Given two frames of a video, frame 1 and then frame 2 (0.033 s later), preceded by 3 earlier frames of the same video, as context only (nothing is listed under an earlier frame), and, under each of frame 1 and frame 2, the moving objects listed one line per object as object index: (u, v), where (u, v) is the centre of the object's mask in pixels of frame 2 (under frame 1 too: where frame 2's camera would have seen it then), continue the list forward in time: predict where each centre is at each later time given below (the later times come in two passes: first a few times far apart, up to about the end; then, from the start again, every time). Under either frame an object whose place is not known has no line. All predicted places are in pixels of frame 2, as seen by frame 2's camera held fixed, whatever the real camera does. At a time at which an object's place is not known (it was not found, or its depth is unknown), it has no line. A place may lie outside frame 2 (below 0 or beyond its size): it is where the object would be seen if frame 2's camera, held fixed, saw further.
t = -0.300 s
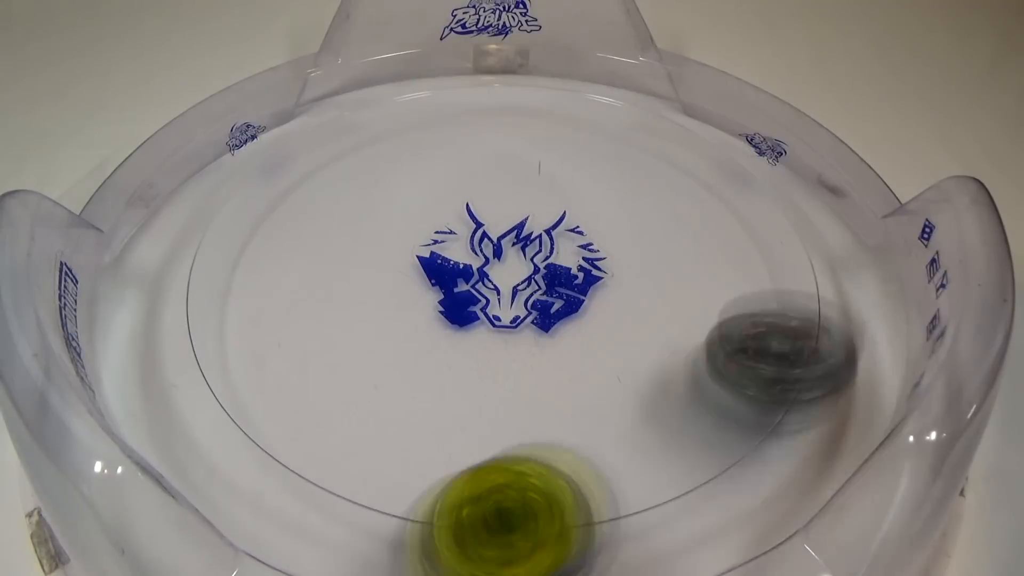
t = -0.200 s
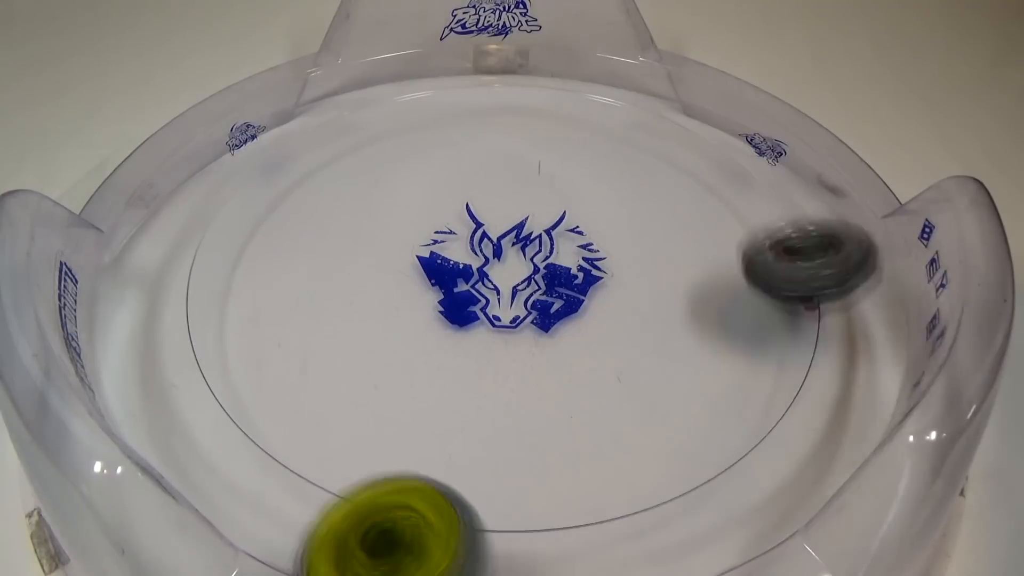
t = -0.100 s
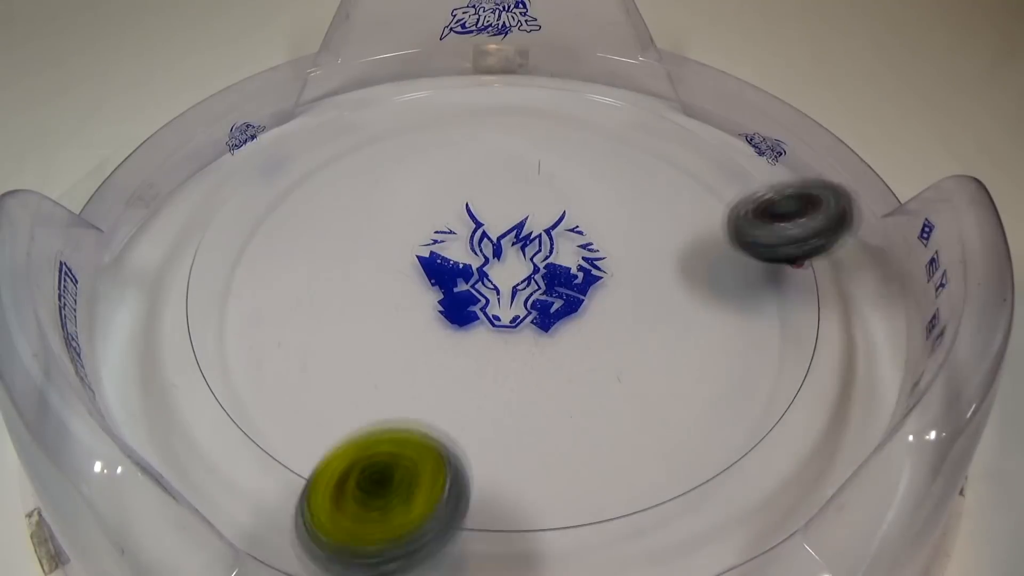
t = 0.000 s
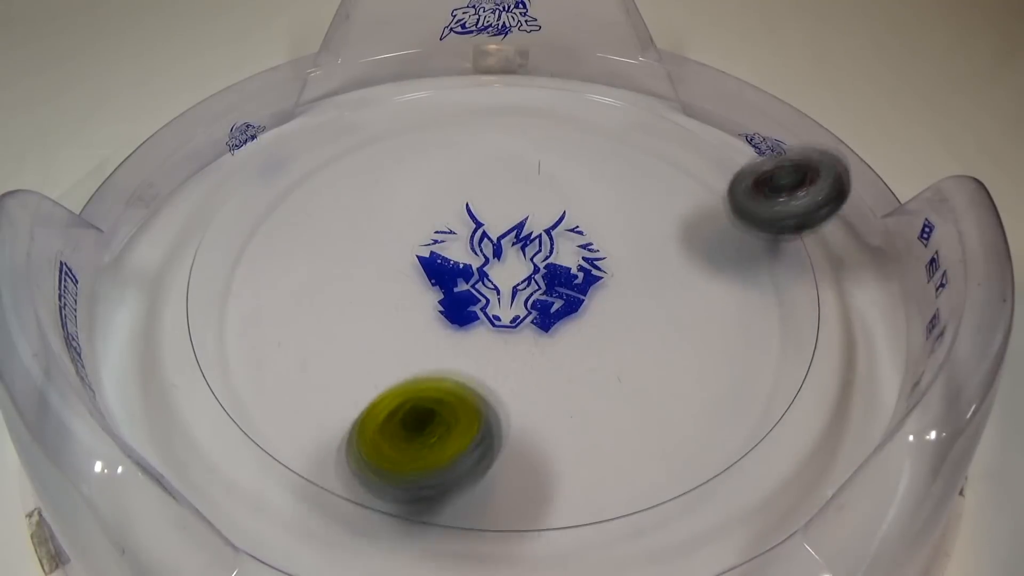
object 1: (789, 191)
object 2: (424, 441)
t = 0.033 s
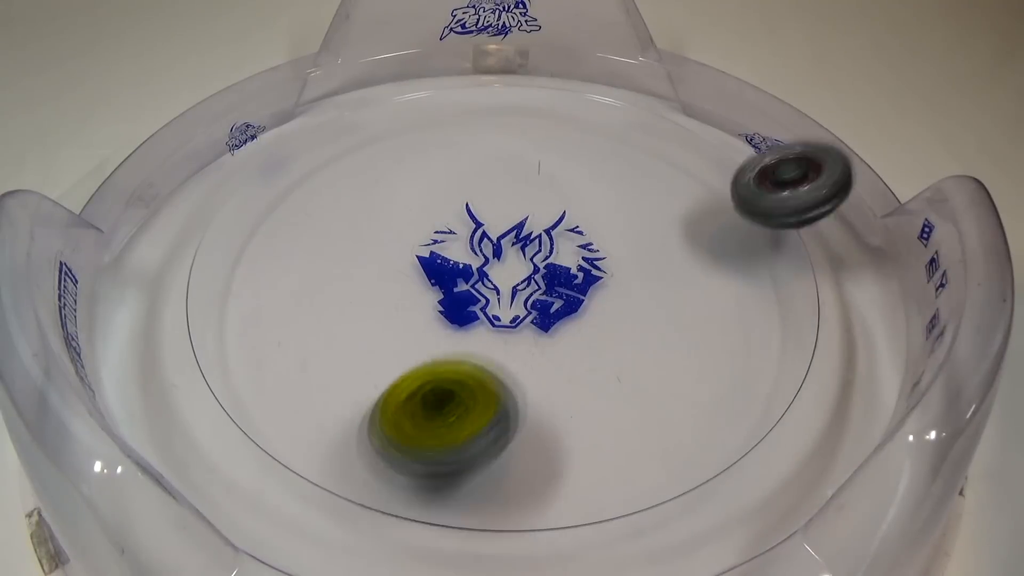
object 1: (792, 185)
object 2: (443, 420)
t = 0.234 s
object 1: (833, 108)
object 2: (550, 317)
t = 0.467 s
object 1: (777, 41)
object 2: (474, 280)
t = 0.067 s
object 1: (799, 178)
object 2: (464, 400)
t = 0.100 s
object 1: (809, 164)
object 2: (484, 382)
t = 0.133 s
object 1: (825, 144)
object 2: (505, 363)
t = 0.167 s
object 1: (832, 125)
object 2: (522, 347)
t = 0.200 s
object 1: (831, 118)
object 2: (538, 331)
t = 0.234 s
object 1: (833, 108)
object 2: (550, 317)
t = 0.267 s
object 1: (828, 89)
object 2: (554, 305)
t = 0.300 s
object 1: (821, 75)
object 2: (554, 295)
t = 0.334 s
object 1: (812, 66)
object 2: (547, 287)
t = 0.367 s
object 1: (804, 45)
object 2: (535, 281)
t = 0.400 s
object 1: (794, 45)
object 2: (518, 277)
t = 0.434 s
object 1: (782, 59)
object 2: (496, 277)
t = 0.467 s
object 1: (777, 41)
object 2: (474, 280)
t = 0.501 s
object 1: (773, 31)
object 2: (448, 289)
